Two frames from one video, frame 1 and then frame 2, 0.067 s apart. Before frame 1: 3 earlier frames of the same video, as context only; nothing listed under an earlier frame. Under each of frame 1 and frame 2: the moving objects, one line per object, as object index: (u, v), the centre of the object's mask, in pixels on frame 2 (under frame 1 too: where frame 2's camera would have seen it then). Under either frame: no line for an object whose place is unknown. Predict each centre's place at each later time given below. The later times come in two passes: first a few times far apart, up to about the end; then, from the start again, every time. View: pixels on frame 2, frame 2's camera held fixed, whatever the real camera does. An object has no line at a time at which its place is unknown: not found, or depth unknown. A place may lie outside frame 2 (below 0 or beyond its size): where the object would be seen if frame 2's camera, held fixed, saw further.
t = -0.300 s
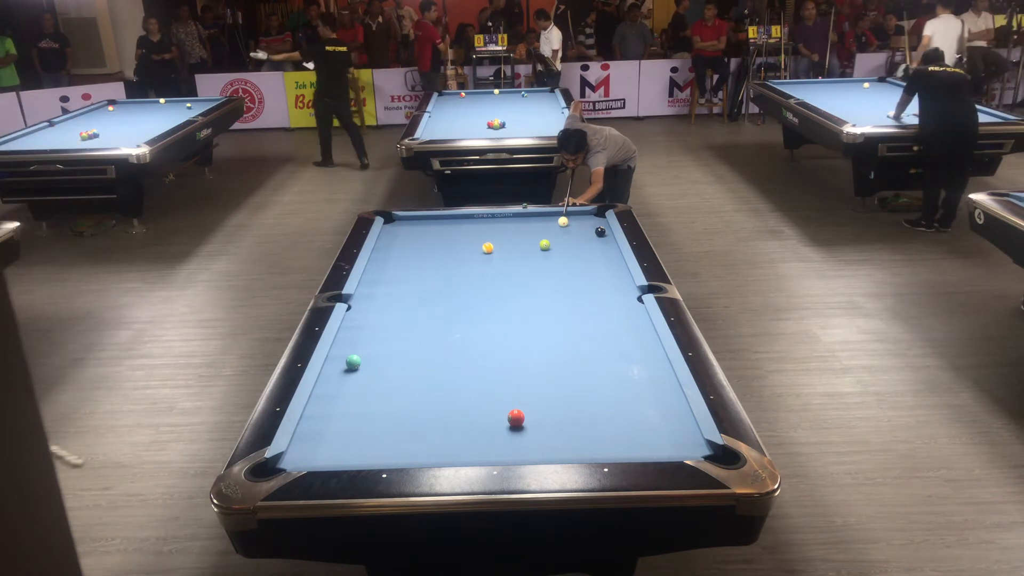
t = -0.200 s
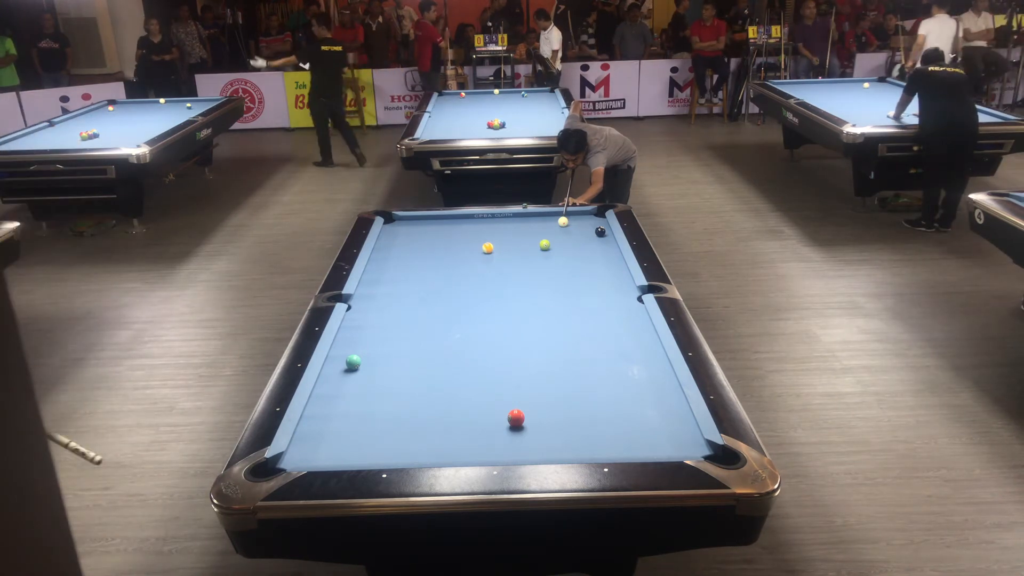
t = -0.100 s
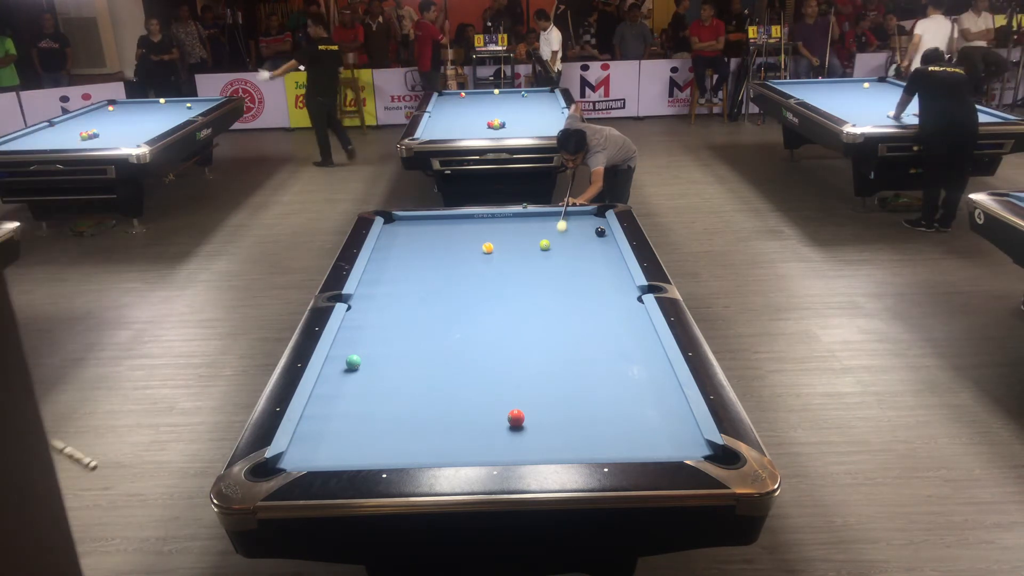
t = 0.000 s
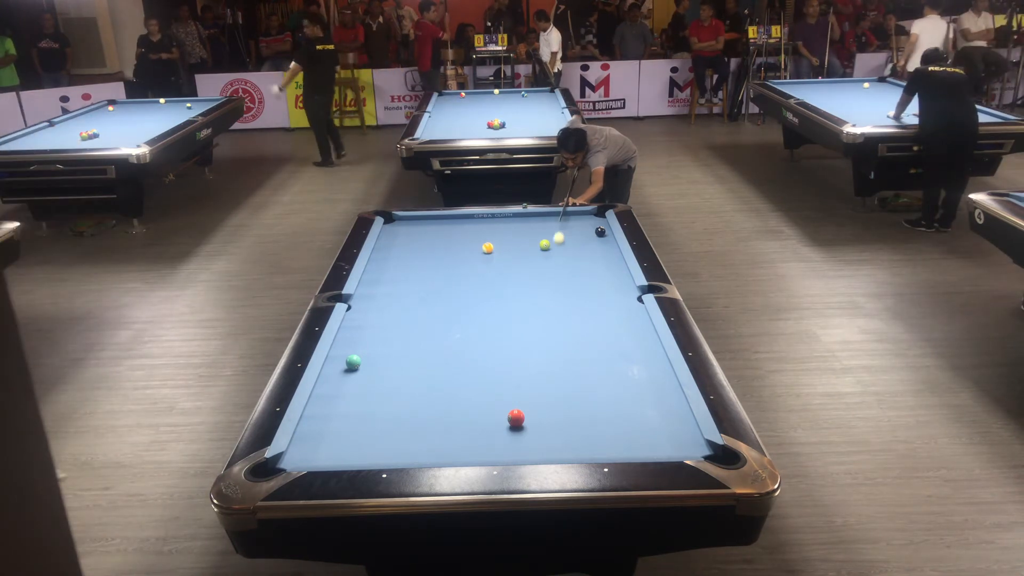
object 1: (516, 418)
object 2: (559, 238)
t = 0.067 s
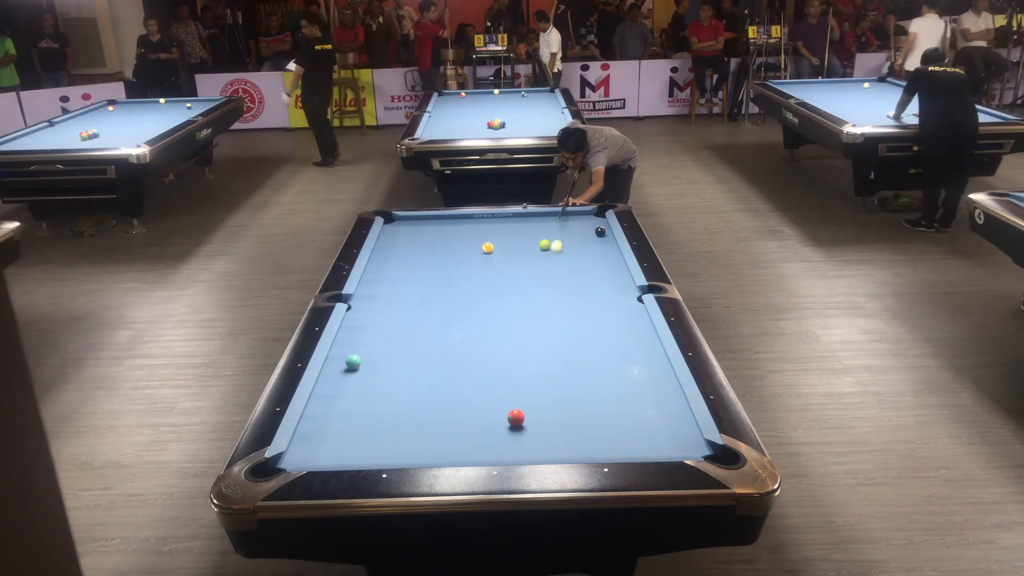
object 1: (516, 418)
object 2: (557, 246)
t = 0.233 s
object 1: (516, 418)
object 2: (550, 269)
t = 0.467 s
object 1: (516, 418)
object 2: (540, 307)
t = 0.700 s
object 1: (516, 418)
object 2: (527, 355)
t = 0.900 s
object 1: (516, 419)
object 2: (512, 405)
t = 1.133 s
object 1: (531, 441)
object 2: (476, 424)
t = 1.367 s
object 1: (535, 413)
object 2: (439, 447)
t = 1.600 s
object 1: (539, 388)
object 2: (407, 451)
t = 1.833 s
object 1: (543, 367)
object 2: (384, 440)
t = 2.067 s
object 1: (546, 349)
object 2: (362, 431)
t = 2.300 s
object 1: (549, 332)
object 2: (343, 422)
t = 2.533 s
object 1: (551, 318)
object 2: (324, 414)
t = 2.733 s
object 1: (554, 307)
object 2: (314, 408)
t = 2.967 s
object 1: (556, 295)
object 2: (327, 400)
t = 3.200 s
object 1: (558, 285)
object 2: (339, 394)
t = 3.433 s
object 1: (560, 275)
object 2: (349, 388)
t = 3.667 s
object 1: (562, 266)
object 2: (358, 383)
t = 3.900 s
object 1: (564, 258)
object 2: (366, 378)
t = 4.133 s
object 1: (566, 251)
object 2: (373, 374)
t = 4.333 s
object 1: (567, 245)
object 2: (378, 371)
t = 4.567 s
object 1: (570, 239)
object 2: (383, 369)
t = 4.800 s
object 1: (571, 234)
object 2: (387, 366)
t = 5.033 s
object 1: (573, 229)
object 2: (390, 365)
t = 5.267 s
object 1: (575, 224)
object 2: (393, 363)
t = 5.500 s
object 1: (576, 220)
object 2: (394, 363)
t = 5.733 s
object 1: (577, 216)
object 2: (394, 363)
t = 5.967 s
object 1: (579, 214)
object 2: (395, 363)
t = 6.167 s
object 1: (581, 215)
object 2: (395, 363)
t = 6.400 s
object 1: (582, 216)
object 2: (395, 363)
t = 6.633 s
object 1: (583, 217)
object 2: (395, 363)
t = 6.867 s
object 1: (584, 218)
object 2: (395, 363)
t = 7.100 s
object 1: (584, 219)
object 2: (395, 363)
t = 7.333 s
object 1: (584, 219)
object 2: (395, 363)
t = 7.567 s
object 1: (584, 219)
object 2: (395, 363)
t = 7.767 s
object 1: (584, 219)
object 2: (395, 363)
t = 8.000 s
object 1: (584, 219)
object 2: (395, 363)
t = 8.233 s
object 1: (584, 219)
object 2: (395, 363)
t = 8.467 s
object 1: (584, 219)
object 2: (395, 363)
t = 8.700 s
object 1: (584, 219)
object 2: (395, 363)
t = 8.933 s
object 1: (584, 219)
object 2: (395, 363)
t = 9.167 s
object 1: (584, 219)
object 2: (395, 363)
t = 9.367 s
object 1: (584, 219)
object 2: (395, 363)
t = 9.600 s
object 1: (584, 219)
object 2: (395, 363)
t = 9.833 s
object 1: (584, 219)
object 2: (395, 363)
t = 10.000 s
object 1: (584, 219)
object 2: (395, 363)
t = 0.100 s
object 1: (516, 418)
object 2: (555, 250)
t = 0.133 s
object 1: (516, 418)
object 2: (554, 255)
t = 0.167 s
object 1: (516, 418)
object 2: (553, 259)
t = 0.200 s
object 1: (516, 418)
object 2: (552, 264)
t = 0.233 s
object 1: (516, 418)
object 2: (550, 269)
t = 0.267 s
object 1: (516, 418)
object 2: (549, 274)
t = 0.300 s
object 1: (516, 418)
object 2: (547, 279)
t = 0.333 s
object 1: (516, 418)
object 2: (546, 284)
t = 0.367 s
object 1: (516, 418)
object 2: (544, 290)
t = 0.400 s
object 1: (516, 418)
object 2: (543, 295)
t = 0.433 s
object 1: (516, 418)
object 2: (541, 301)
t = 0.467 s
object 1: (516, 418)
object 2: (540, 307)
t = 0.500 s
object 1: (516, 418)
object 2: (538, 313)
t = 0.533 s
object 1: (516, 418)
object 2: (536, 319)
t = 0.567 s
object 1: (516, 418)
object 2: (535, 326)
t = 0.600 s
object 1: (516, 418)
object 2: (533, 333)
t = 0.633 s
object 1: (516, 418)
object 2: (531, 340)
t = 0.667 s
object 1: (516, 418)
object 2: (529, 347)
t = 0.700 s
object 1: (516, 418)
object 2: (527, 355)
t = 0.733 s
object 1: (516, 418)
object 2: (525, 363)
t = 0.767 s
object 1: (516, 418)
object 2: (523, 371)
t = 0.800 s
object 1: (516, 418)
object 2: (520, 379)
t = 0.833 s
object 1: (516, 418)
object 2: (518, 389)
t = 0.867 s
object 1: (516, 418)
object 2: (516, 398)
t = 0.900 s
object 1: (516, 419)
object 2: (512, 405)
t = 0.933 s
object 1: (519, 427)
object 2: (507, 410)
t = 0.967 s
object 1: (522, 437)
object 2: (502, 411)
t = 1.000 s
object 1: (525, 446)
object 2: (496, 413)
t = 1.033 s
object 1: (528, 451)
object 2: (491, 415)
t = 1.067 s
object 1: (529, 449)
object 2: (486, 418)
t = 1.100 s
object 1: (530, 446)
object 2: (481, 421)
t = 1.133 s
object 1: (531, 441)
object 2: (476, 424)
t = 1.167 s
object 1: (531, 436)
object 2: (471, 427)
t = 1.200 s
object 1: (532, 432)
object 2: (466, 431)
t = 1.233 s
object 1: (532, 428)
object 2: (460, 434)
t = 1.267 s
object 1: (533, 424)
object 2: (455, 437)
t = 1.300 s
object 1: (534, 420)
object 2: (450, 441)
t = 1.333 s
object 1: (535, 416)
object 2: (444, 444)
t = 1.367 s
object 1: (535, 413)
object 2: (439, 447)
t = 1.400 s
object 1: (536, 409)
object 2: (433, 451)
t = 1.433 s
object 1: (536, 405)
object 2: (428, 453)
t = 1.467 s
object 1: (537, 402)
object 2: (422, 455)
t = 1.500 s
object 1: (538, 398)
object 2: (418, 454)
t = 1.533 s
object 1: (538, 395)
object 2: (415, 453)
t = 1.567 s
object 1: (539, 392)
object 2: (411, 452)
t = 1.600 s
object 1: (539, 388)
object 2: (407, 451)
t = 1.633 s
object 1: (540, 385)
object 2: (404, 450)
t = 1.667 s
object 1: (540, 382)
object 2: (401, 448)
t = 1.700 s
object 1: (541, 379)
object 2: (397, 447)
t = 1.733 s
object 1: (541, 376)
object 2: (394, 445)
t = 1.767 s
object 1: (542, 373)
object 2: (390, 443)
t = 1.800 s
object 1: (542, 370)
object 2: (387, 442)
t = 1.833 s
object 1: (543, 367)
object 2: (384, 440)
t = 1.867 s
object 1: (543, 364)
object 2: (381, 439)
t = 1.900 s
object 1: (544, 362)
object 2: (378, 438)
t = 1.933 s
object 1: (544, 359)
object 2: (375, 436)
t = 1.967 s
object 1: (544, 356)
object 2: (371, 435)
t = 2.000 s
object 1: (545, 354)
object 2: (368, 433)
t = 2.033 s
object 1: (545, 351)
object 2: (365, 432)
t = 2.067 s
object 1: (546, 349)
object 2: (362, 431)
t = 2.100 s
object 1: (546, 346)
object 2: (360, 430)
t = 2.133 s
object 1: (547, 344)
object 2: (357, 428)
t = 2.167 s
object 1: (547, 341)
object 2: (354, 427)
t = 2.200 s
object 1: (547, 339)
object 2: (351, 426)
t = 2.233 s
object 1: (548, 337)
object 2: (348, 425)
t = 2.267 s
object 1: (548, 335)
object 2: (345, 423)
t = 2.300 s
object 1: (549, 332)
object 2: (343, 422)
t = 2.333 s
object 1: (549, 330)
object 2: (340, 421)
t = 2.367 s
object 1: (549, 328)
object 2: (337, 420)
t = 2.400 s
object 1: (550, 326)
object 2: (335, 419)
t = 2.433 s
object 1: (550, 324)
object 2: (332, 417)
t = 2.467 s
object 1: (551, 322)
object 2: (330, 416)
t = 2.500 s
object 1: (551, 320)
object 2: (327, 415)
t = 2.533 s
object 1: (551, 318)
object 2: (324, 414)
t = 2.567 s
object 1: (552, 316)
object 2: (322, 413)
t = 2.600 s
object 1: (552, 314)
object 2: (320, 412)
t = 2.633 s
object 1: (552, 312)
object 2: (317, 411)
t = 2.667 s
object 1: (553, 310)
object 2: (315, 410)
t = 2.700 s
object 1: (553, 309)
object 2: (313, 409)
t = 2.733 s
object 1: (554, 307)
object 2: (314, 408)
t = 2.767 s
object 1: (554, 305)
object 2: (316, 407)
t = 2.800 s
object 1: (554, 303)
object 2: (318, 406)
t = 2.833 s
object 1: (554, 302)
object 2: (320, 405)
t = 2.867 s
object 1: (555, 300)
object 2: (322, 404)
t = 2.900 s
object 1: (555, 298)
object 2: (323, 402)
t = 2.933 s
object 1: (555, 297)
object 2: (325, 401)
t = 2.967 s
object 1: (556, 295)
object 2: (327, 400)
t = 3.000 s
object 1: (556, 294)
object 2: (329, 400)
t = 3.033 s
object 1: (557, 292)
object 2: (330, 399)
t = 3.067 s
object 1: (557, 290)
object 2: (332, 398)
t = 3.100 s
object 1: (557, 289)
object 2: (334, 397)
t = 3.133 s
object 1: (557, 288)
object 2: (336, 396)
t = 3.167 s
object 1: (558, 286)
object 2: (337, 395)
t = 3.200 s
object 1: (558, 285)
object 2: (339, 394)
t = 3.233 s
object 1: (558, 283)
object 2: (340, 393)
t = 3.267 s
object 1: (559, 282)
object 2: (342, 392)
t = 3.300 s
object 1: (559, 280)
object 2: (343, 391)
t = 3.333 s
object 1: (559, 279)
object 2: (345, 391)
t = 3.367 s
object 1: (560, 278)
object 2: (346, 390)
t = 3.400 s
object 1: (560, 276)
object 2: (348, 389)
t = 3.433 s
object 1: (560, 275)
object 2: (349, 388)
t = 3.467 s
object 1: (560, 274)
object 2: (350, 387)
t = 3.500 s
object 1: (561, 272)
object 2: (352, 386)
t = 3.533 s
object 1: (561, 271)
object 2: (353, 386)
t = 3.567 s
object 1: (561, 270)
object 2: (354, 385)
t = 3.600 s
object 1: (561, 269)
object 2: (356, 384)
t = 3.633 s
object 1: (562, 267)
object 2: (357, 384)
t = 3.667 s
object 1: (562, 266)
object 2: (358, 383)
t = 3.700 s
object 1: (563, 265)
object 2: (359, 382)
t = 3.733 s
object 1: (563, 264)
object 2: (360, 381)
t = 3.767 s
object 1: (563, 263)
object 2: (362, 381)
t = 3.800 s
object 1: (563, 262)
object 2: (363, 380)
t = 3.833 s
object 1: (563, 261)
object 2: (364, 380)
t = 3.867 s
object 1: (564, 259)
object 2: (365, 379)
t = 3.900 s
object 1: (564, 258)
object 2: (366, 378)
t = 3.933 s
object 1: (564, 257)
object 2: (367, 378)
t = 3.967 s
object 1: (565, 256)
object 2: (368, 377)
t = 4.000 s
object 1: (565, 255)
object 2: (369, 376)
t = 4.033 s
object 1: (565, 254)
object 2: (370, 376)
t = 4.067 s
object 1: (566, 253)
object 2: (371, 375)
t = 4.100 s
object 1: (566, 252)
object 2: (372, 375)
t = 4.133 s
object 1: (566, 251)
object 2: (373, 374)
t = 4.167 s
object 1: (566, 250)
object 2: (374, 374)
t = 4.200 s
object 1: (566, 249)
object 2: (375, 373)
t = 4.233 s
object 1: (567, 248)
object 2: (376, 373)
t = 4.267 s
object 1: (567, 247)
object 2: (377, 372)
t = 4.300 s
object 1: (567, 246)
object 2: (378, 372)
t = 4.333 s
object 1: (567, 245)
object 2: (378, 371)
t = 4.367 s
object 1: (568, 244)
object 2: (379, 371)
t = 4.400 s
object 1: (568, 244)
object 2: (380, 371)
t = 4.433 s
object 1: (568, 243)
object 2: (381, 370)
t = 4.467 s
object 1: (569, 242)
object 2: (382, 370)
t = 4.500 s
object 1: (569, 241)
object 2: (382, 369)
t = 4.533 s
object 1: (569, 240)
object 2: (383, 369)
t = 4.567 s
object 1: (570, 239)
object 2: (383, 369)
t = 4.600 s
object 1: (570, 238)
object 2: (384, 368)
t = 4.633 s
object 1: (570, 238)
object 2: (384, 368)
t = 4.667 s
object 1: (570, 237)
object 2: (385, 367)
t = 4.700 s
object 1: (570, 236)
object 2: (386, 367)
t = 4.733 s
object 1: (570, 235)
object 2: (386, 367)
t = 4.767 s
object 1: (571, 235)
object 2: (387, 367)
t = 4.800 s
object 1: (571, 234)
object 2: (387, 366)
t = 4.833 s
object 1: (571, 233)
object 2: (388, 366)
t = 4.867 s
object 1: (572, 232)
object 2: (388, 366)
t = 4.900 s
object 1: (572, 232)
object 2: (389, 366)
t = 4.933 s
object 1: (572, 231)
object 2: (389, 365)
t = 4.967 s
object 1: (573, 230)
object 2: (390, 365)
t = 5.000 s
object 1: (573, 229)
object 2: (390, 365)
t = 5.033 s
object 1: (573, 229)
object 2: (390, 365)
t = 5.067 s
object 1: (573, 228)
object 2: (391, 365)
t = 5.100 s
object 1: (573, 227)
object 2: (391, 364)
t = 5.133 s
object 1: (574, 227)
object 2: (392, 364)
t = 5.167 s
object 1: (574, 226)
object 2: (392, 364)
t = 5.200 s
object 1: (574, 225)
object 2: (392, 364)
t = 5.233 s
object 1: (574, 225)
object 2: (393, 364)
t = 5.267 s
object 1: (575, 224)
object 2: (393, 363)
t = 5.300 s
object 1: (575, 223)
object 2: (393, 363)
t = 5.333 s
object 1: (575, 223)
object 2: (393, 363)
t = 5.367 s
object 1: (575, 222)
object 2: (394, 363)
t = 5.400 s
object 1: (576, 222)
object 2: (394, 363)
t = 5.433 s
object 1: (576, 221)
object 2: (394, 363)
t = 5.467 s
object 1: (576, 220)
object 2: (394, 363)
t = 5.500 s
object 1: (576, 220)
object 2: (394, 363)
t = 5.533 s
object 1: (576, 219)
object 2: (394, 363)
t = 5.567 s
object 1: (576, 219)
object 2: (394, 363)
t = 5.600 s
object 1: (577, 218)
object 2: (394, 363)
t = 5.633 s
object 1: (577, 218)
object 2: (394, 363)
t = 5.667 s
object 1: (577, 217)
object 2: (394, 363)
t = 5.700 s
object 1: (577, 216)
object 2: (394, 363)
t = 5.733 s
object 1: (577, 216)
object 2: (394, 363)
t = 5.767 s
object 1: (578, 216)
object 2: (394, 363)
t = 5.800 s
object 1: (578, 215)
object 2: (394, 363)
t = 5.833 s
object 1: (578, 214)
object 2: (394, 363)
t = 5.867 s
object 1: (578, 214)
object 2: (395, 363)
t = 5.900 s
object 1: (579, 213)
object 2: (394, 363)
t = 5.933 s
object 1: (579, 213)
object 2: (395, 363)
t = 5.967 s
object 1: (579, 214)
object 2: (395, 363)
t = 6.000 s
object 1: (580, 214)
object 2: (395, 363)
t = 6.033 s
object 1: (580, 214)
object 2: (395, 363)
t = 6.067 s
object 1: (580, 214)
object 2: (395, 363)
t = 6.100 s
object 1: (580, 214)
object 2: (395, 363)
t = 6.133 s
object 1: (580, 214)
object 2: (395, 363)
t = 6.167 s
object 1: (581, 215)
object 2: (395, 363)
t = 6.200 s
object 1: (581, 215)
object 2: (395, 363)
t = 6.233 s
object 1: (581, 215)
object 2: (395, 363)
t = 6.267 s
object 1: (581, 215)
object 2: (395, 363)
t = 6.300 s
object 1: (581, 215)
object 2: (395, 363)
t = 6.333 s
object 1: (582, 216)
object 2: (395, 363)
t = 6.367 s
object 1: (582, 216)
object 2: (395, 363)
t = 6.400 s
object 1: (582, 216)
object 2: (395, 363)
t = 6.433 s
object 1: (582, 216)
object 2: (395, 363)
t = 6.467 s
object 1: (582, 216)
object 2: (395, 363)
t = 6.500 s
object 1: (582, 216)
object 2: (395, 363)
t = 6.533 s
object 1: (582, 217)
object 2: (395, 363)
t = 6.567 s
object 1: (583, 217)
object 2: (395, 363)
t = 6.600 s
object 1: (583, 217)
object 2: (395, 363)
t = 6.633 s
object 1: (583, 217)
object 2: (395, 363)
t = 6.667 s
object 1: (583, 217)
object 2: (395, 363)
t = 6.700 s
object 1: (583, 217)
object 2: (395, 363)
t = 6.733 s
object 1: (583, 217)
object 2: (395, 363)
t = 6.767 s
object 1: (583, 218)
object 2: (395, 363)
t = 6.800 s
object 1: (583, 218)
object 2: (395, 363)
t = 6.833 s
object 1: (584, 218)
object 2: (395, 363)
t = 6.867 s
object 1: (584, 218)
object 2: (395, 363)
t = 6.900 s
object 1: (584, 218)
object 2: (395, 363)
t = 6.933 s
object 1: (584, 218)
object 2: (395, 363)
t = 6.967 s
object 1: (584, 218)
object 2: (395, 363)
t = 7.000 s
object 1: (584, 218)
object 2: (395, 363)
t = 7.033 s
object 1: (584, 218)
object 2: (395, 363)
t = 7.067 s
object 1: (584, 218)
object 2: (395, 363)
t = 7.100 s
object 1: (584, 219)
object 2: (395, 363)
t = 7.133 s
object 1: (584, 219)
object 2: (395, 363)
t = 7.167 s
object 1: (584, 219)
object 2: (395, 363)
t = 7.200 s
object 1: (584, 219)
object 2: (395, 363)
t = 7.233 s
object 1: (584, 219)
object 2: (395, 363)
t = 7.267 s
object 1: (584, 219)
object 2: (395, 363)
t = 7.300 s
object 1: (584, 219)
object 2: (395, 363)
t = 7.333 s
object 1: (584, 219)
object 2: (395, 363)
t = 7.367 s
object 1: (584, 219)
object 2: (395, 363)
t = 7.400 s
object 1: (584, 219)
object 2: (395, 363)
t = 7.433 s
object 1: (584, 219)
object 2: (395, 363)
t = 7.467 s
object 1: (584, 219)
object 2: (395, 363)
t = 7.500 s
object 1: (584, 219)
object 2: (395, 363)
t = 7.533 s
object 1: (584, 219)
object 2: (395, 363)
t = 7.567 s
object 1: (584, 219)
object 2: (395, 363)
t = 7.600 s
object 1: (584, 219)
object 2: (395, 363)
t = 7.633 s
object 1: (584, 219)
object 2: (395, 363)
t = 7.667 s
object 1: (584, 219)
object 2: (395, 363)
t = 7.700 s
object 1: (584, 219)
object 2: (395, 363)
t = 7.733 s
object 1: (584, 219)
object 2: (395, 363)
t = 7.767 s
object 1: (584, 219)
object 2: (395, 363)
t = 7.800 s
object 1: (584, 219)
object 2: (395, 363)
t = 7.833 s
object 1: (584, 219)
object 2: (395, 363)
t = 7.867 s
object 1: (584, 219)
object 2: (395, 363)
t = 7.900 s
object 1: (584, 219)
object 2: (395, 363)
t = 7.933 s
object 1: (584, 219)
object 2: (395, 363)
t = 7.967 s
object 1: (584, 219)
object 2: (395, 363)
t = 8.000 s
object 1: (584, 219)
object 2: (395, 363)
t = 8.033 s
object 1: (584, 219)
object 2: (395, 363)
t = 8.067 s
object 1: (584, 219)
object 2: (395, 363)
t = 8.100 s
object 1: (584, 219)
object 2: (395, 363)
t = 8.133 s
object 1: (584, 219)
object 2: (395, 363)
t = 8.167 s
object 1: (584, 219)
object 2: (395, 363)
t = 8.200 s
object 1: (584, 219)
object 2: (395, 363)
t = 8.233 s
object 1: (584, 219)
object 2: (395, 363)
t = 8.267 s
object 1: (584, 219)
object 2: (395, 363)
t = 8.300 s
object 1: (584, 219)
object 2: (395, 363)
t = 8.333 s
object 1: (584, 219)
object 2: (395, 363)
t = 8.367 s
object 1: (584, 219)
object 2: (395, 363)
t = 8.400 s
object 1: (584, 219)
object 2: (395, 363)
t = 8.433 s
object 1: (584, 219)
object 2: (395, 363)
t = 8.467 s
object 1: (584, 219)
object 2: (395, 363)
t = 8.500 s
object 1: (584, 219)
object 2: (395, 363)
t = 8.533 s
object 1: (584, 219)
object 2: (395, 363)
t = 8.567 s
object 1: (584, 219)
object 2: (395, 363)
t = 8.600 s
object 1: (584, 219)
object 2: (395, 363)
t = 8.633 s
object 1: (584, 219)
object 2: (395, 363)
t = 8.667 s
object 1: (584, 219)
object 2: (395, 363)
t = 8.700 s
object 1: (584, 219)
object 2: (395, 363)
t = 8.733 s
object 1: (584, 219)
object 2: (395, 363)
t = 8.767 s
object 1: (584, 219)
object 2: (395, 363)
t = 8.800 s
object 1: (584, 219)
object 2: (395, 363)
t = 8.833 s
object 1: (584, 219)
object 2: (395, 363)
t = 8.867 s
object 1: (584, 219)
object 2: (395, 363)
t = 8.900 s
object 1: (584, 219)
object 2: (395, 363)
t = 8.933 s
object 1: (584, 219)
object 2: (395, 363)
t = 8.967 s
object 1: (584, 219)
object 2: (395, 363)
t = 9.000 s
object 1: (584, 219)
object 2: (395, 363)
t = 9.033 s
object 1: (584, 219)
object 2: (395, 363)
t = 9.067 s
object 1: (584, 219)
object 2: (395, 363)
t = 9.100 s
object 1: (584, 219)
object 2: (395, 363)
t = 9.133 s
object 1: (584, 219)
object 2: (395, 363)
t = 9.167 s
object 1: (584, 219)
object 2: (395, 363)
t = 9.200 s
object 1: (584, 219)
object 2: (395, 363)
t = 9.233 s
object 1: (584, 219)
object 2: (395, 363)
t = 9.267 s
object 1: (584, 219)
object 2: (395, 363)
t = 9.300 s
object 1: (584, 219)
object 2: (395, 363)
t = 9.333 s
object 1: (584, 219)
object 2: (395, 363)
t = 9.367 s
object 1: (584, 219)
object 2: (395, 363)
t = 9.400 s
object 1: (584, 219)
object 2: (395, 363)
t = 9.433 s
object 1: (584, 219)
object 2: (395, 363)
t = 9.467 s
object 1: (584, 219)
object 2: (395, 363)
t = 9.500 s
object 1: (584, 219)
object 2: (395, 363)
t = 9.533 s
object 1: (584, 219)
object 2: (395, 363)
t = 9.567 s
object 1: (584, 219)
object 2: (395, 363)
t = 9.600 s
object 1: (584, 219)
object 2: (395, 363)
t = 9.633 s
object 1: (584, 219)
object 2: (395, 363)
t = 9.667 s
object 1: (584, 219)
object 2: (395, 363)
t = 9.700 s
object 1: (584, 219)
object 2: (395, 363)
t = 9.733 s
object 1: (584, 219)
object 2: (395, 363)
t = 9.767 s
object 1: (584, 219)
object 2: (395, 363)
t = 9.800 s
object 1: (584, 219)
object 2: (395, 363)
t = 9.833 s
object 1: (584, 219)
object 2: (395, 363)
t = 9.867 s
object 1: (584, 219)
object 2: (395, 363)
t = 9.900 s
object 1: (584, 219)
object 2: (395, 363)
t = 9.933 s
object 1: (584, 219)
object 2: (395, 363)
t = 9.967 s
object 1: (584, 219)
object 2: (395, 363)
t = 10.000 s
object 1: (584, 219)
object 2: (395, 363)
